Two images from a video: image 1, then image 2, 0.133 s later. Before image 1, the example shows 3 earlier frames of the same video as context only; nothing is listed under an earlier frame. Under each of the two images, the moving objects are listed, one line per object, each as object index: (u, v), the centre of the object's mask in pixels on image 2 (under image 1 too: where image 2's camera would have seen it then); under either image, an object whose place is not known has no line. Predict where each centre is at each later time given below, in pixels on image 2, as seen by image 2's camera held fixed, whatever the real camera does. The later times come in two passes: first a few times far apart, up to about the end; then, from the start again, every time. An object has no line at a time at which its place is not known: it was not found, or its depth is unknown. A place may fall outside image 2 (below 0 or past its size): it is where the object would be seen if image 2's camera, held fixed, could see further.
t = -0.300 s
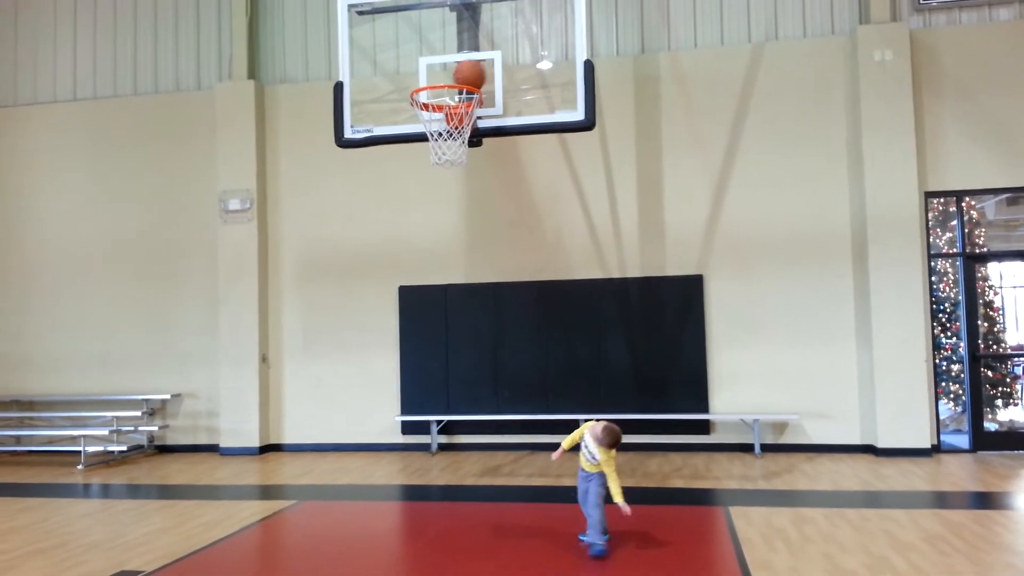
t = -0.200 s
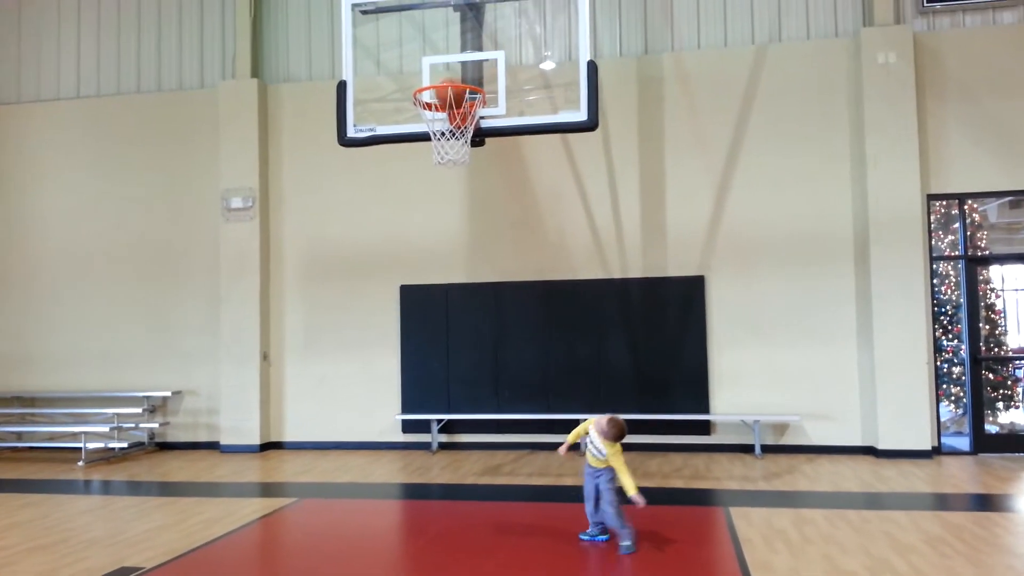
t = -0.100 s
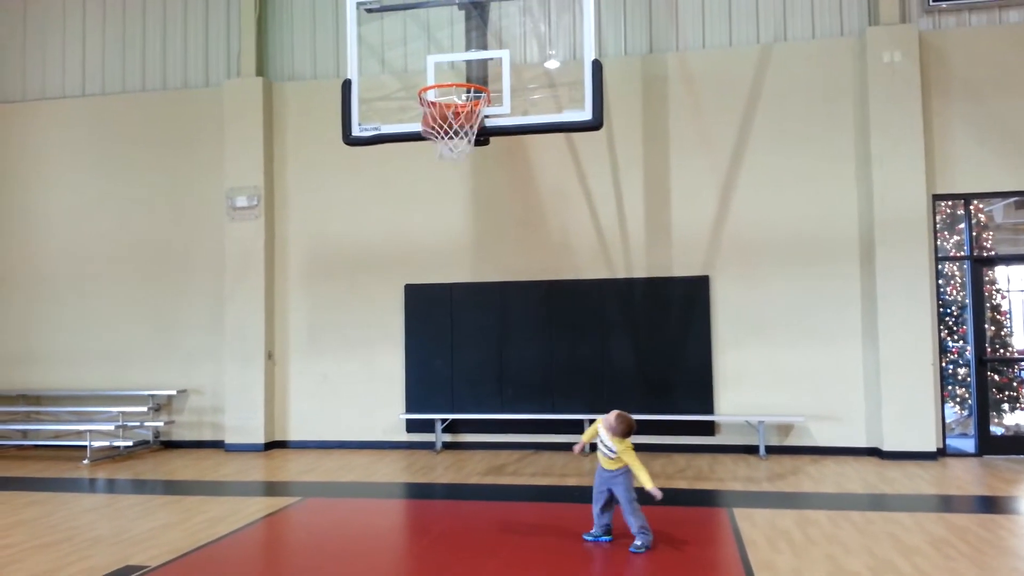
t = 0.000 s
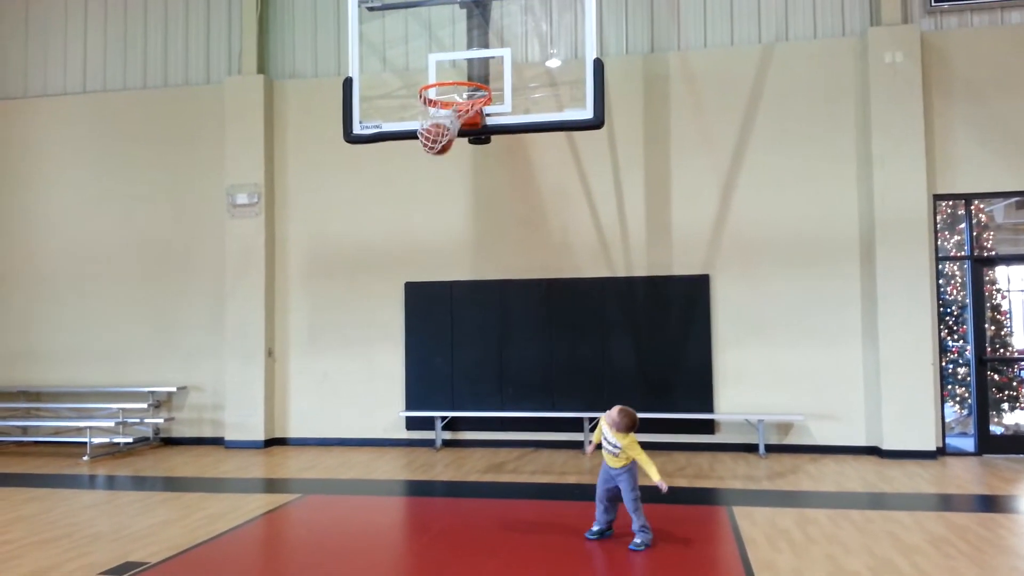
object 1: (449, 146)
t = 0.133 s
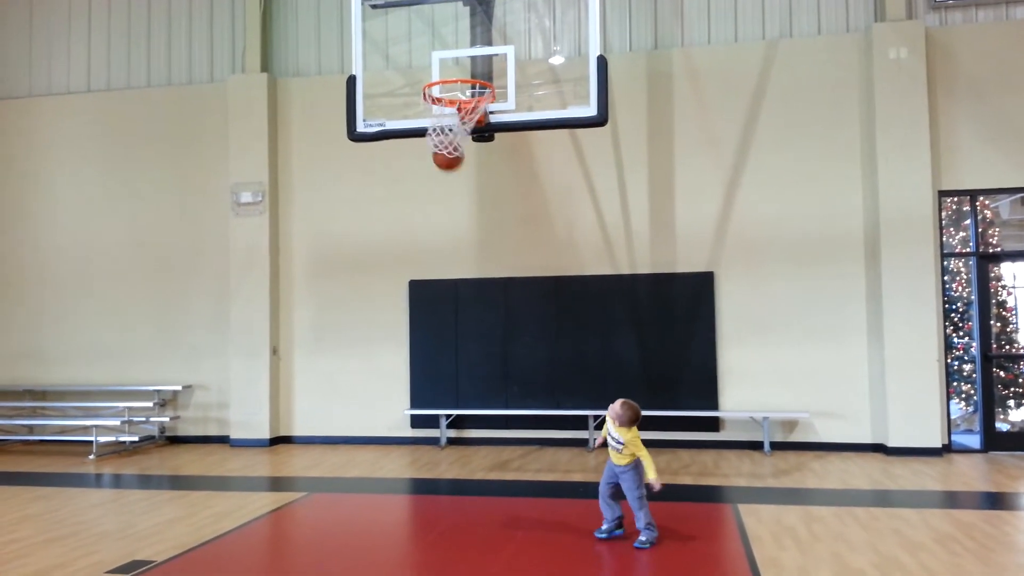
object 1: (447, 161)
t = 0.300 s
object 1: (459, 212)
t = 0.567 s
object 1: (477, 391)
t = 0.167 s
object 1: (450, 165)
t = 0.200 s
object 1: (452, 172)
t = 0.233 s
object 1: (454, 185)
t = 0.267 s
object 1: (456, 199)
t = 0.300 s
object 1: (459, 212)
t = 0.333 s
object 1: (462, 229)
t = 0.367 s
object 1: (463, 247)
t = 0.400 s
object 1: (465, 269)
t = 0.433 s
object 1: (468, 293)
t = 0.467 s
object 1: (470, 314)
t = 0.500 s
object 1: (473, 339)
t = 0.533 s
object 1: (475, 366)
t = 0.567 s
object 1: (477, 391)
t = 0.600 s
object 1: (479, 424)
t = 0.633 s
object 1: (482, 459)
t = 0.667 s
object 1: (482, 496)
